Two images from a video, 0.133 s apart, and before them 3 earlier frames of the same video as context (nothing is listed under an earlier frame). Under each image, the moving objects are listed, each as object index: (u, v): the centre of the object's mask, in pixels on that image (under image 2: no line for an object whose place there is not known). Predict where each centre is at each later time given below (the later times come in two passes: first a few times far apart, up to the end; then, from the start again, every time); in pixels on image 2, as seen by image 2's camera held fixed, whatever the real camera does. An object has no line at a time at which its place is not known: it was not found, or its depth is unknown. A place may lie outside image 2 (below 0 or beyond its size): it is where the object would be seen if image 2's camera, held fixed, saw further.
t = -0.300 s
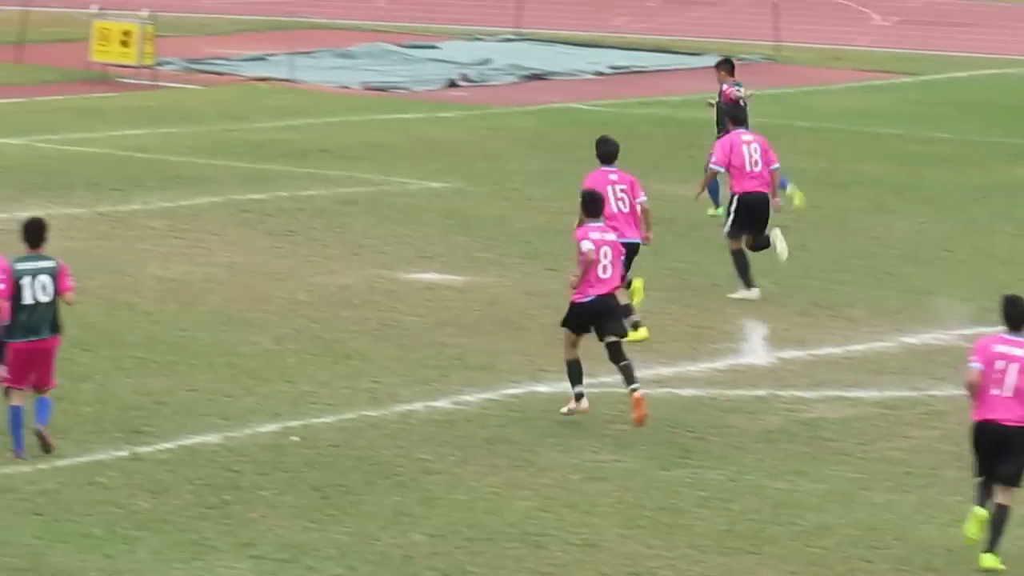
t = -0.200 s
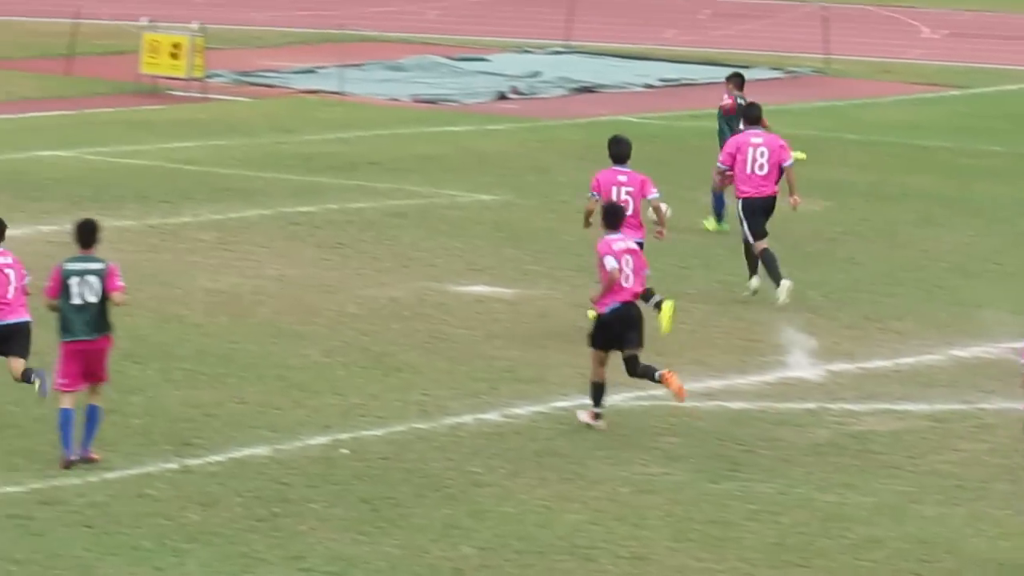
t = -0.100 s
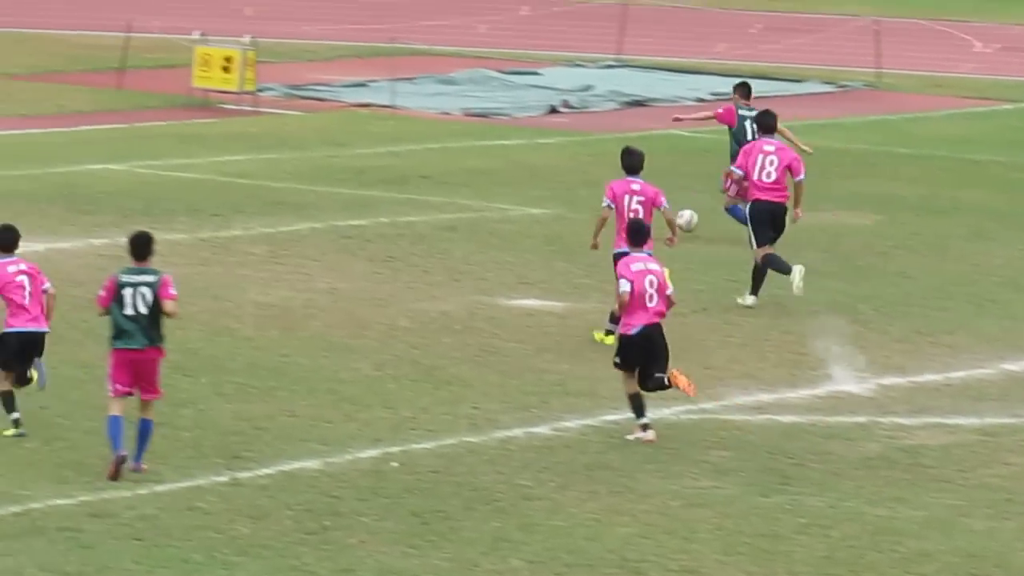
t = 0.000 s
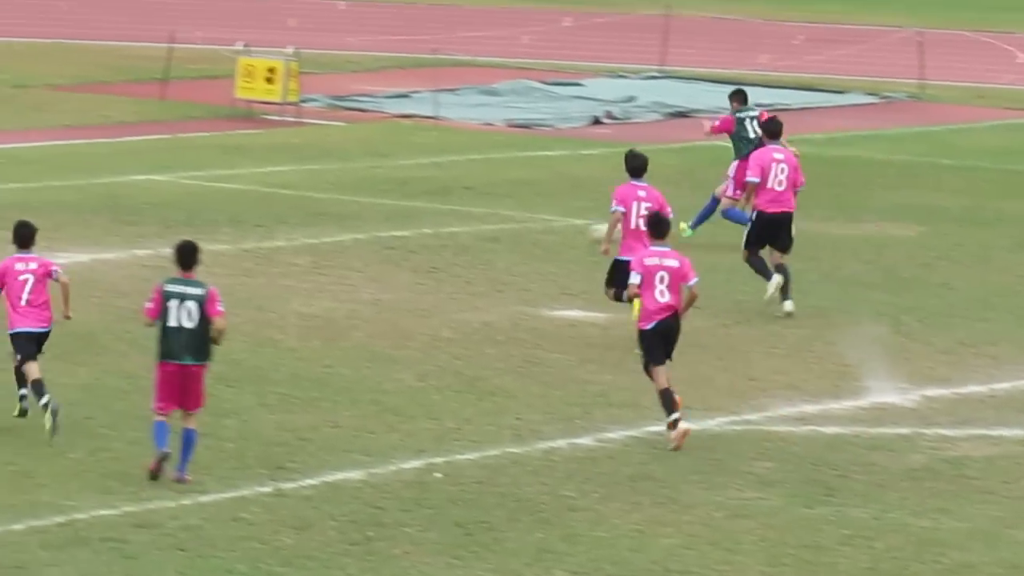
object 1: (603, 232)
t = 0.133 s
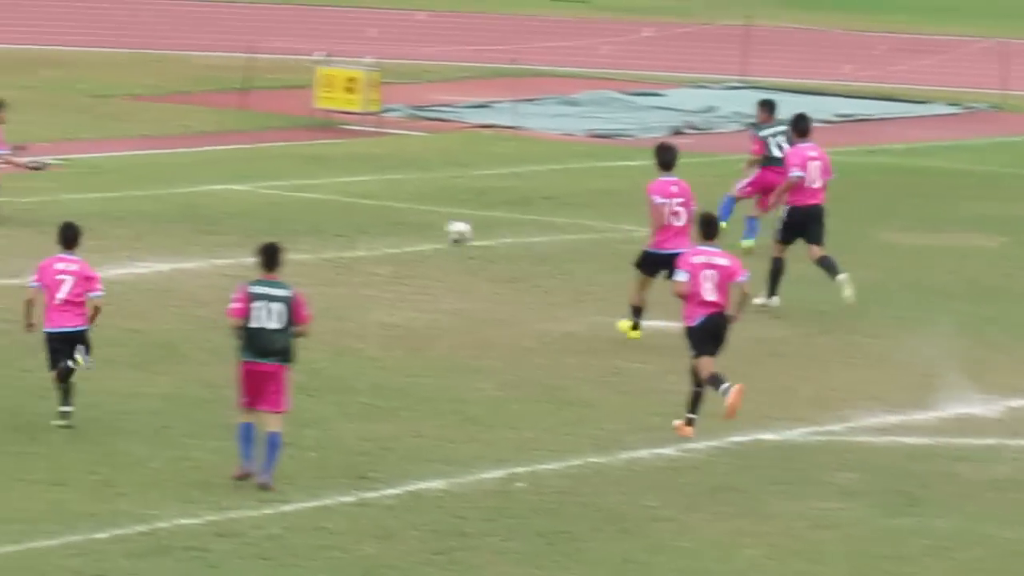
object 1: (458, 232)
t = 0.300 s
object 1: (203, 225)
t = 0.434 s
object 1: (24, 214)
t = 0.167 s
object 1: (407, 227)
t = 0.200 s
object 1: (355, 224)
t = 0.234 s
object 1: (304, 222)
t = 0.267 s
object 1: (254, 223)
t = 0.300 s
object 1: (203, 225)
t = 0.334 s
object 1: (152, 227)
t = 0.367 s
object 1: (107, 226)
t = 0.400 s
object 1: (66, 220)
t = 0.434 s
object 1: (24, 214)
